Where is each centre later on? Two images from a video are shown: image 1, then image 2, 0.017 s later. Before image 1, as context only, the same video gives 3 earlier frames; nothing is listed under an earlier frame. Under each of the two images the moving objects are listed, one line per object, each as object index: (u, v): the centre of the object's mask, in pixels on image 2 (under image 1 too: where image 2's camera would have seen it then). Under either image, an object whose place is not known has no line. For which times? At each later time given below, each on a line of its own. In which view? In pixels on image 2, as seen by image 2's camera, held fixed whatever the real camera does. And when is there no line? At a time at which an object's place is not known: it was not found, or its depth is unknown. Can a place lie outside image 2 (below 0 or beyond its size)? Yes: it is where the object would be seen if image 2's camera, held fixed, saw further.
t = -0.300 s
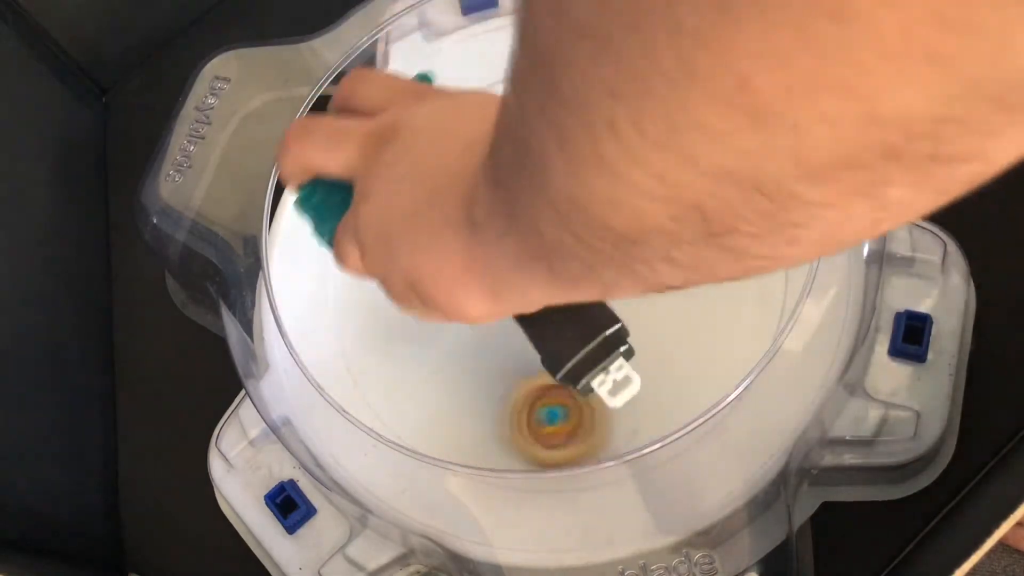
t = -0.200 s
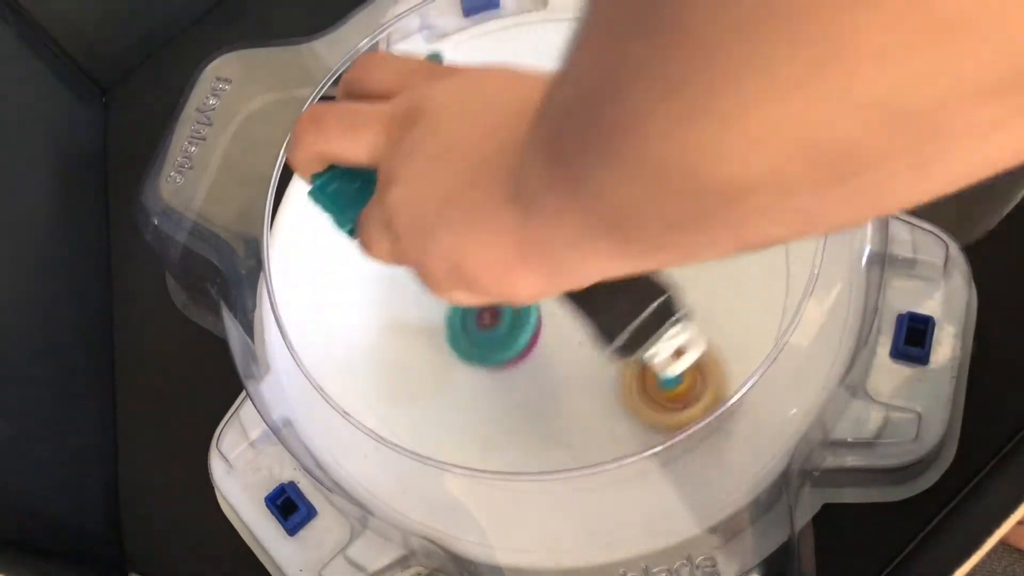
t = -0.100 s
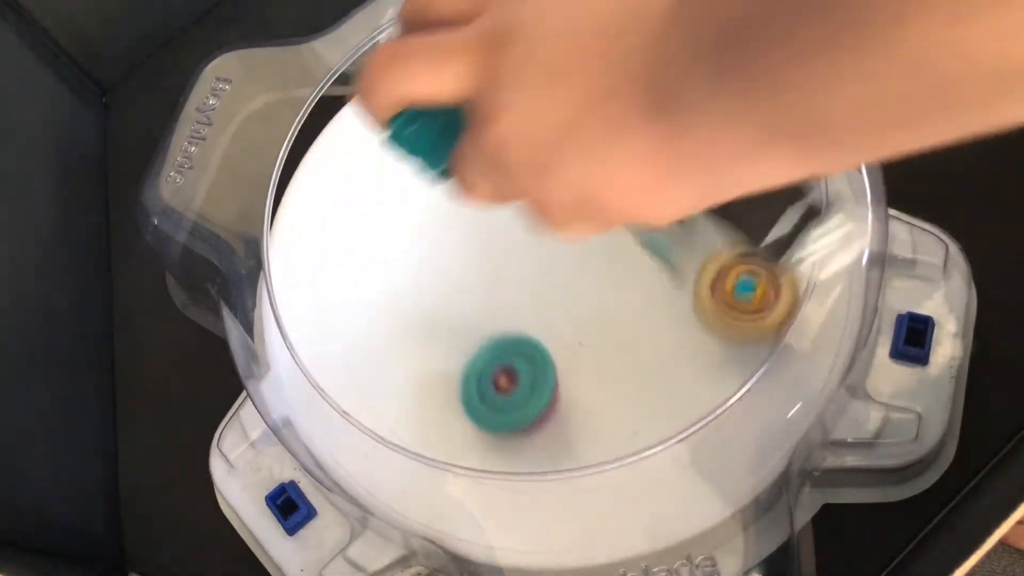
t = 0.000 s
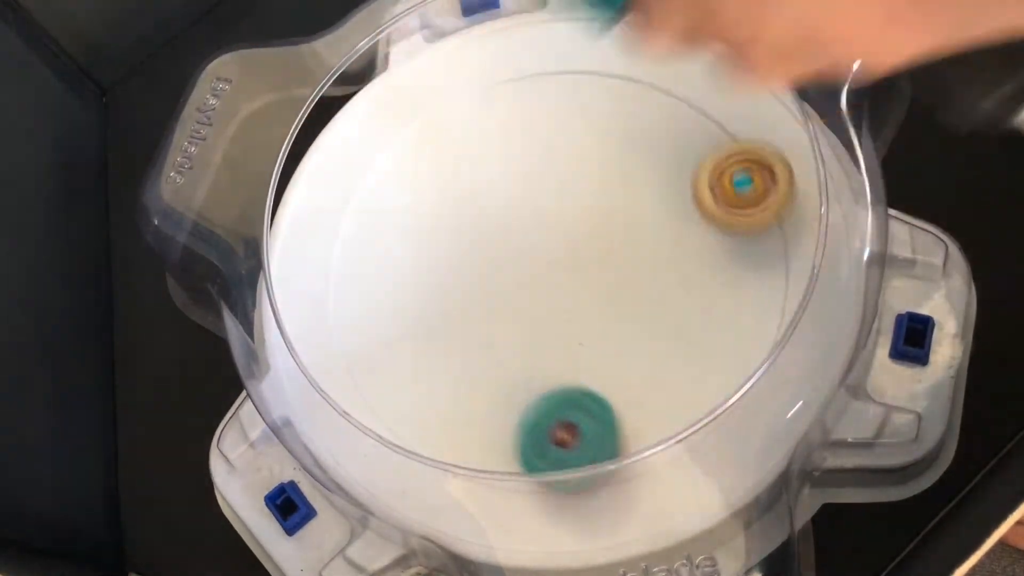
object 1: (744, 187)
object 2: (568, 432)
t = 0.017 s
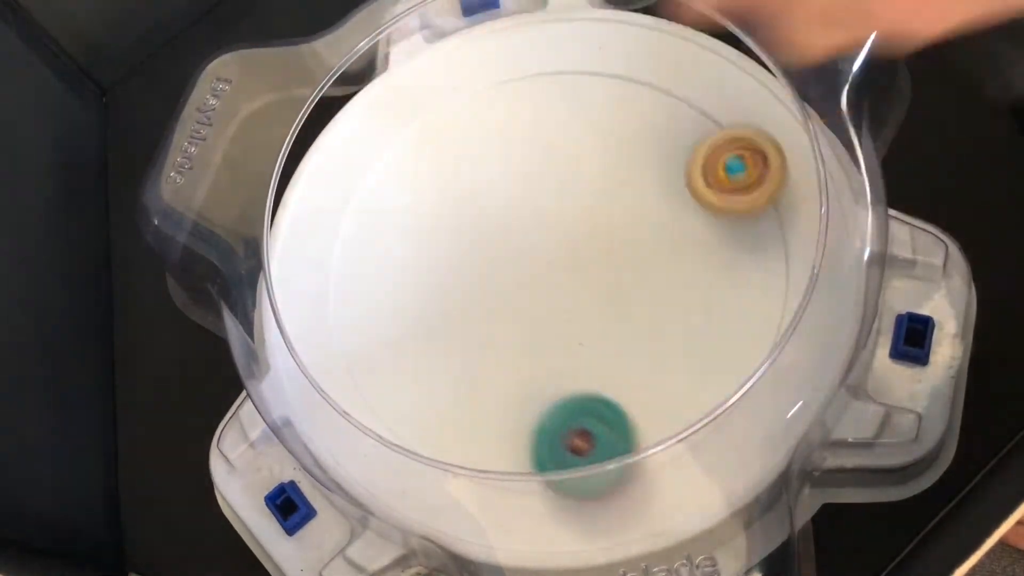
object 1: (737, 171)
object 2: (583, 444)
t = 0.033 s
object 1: (728, 157)
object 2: (598, 451)
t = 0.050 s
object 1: (719, 145)
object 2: (615, 454)
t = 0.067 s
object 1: (705, 131)
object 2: (630, 442)
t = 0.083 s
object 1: (691, 121)
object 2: (638, 416)
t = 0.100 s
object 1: (678, 112)
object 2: (654, 404)
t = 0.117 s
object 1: (663, 105)
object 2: (667, 393)
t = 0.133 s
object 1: (647, 99)
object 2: (678, 383)
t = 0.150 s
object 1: (629, 94)
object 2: (688, 371)
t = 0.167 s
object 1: (613, 91)
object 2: (697, 361)
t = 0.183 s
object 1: (597, 89)
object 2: (704, 352)
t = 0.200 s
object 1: (578, 89)
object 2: (707, 341)
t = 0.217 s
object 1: (559, 92)
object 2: (707, 332)
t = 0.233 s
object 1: (539, 95)
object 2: (704, 323)
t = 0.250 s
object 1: (521, 99)
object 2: (698, 313)
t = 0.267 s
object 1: (504, 106)
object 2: (689, 306)
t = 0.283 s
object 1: (486, 115)
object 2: (678, 299)
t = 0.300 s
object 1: (469, 125)
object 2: (665, 294)
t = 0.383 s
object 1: (402, 192)
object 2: (579, 294)
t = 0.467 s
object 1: (376, 271)
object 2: (488, 337)
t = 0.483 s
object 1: (375, 287)
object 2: (472, 351)
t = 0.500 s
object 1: (380, 306)
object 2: (459, 365)
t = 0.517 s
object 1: (380, 313)
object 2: (453, 385)
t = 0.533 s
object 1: (373, 307)
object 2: (461, 416)
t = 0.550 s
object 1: (367, 303)
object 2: (473, 435)
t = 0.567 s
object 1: (363, 299)
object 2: (482, 466)
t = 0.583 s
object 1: (359, 293)
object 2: (499, 458)
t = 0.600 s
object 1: (358, 291)
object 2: (514, 458)
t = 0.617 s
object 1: (357, 289)
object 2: (530, 455)
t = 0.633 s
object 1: (357, 288)
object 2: (547, 455)
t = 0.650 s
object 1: (358, 288)
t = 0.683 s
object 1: (361, 291)
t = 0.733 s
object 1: (370, 298)
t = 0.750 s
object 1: (373, 302)
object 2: (646, 428)
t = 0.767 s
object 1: (377, 306)
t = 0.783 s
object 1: (381, 310)
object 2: (656, 407)
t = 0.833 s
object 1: (400, 321)
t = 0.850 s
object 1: (408, 324)
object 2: (663, 380)
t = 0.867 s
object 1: (415, 325)
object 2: (658, 369)
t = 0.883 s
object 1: (424, 324)
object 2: (651, 358)
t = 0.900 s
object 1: (433, 323)
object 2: (642, 348)
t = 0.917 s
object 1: (443, 321)
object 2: (630, 339)
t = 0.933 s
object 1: (452, 317)
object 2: (617, 330)
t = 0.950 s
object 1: (461, 312)
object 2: (603, 323)
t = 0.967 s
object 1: (470, 306)
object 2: (586, 316)
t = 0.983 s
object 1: (477, 296)
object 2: (575, 315)
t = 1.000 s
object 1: (457, 268)
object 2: (592, 332)
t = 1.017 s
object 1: (436, 240)
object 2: (611, 348)
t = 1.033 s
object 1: (415, 213)
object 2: (630, 363)
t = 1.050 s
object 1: (396, 186)
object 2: (648, 376)
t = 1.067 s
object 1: (380, 161)
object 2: (667, 384)
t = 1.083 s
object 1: (368, 140)
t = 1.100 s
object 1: (361, 122)
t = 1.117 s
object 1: (359, 108)
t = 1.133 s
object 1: (353, 97)
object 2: (723, 381)
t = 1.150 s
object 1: (355, 103)
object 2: (724, 367)
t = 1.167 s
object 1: (357, 110)
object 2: (721, 351)
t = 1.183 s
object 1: (357, 115)
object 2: (725, 342)
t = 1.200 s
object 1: (358, 120)
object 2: (728, 333)
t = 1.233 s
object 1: (362, 132)
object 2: (734, 314)
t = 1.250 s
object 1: (364, 138)
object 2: (736, 304)
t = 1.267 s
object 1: (366, 143)
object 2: (736, 292)
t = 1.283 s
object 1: (368, 148)
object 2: (732, 279)
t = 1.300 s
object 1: (370, 152)
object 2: (725, 268)
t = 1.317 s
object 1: (373, 158)
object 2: (716, 258)
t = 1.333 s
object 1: (378, 164)
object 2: (704, 250)
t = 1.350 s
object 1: (382, 170)
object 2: (690, 242)
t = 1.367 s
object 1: (386, 175)
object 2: (675, 237)
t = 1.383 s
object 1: (391, 181)
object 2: (658, 234)
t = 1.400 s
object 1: (396, 186)
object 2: (640, 233)
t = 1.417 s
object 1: (401, 190)
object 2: (623, 233)
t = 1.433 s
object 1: (406, 195)
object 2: (604, 235)
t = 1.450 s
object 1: (411, 199)
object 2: (587, 238)
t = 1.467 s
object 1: (417, 203)
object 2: (571, 243)
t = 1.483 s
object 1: (424, 206)
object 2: (556, 250)
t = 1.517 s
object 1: (439, 209)
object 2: (527, 268)
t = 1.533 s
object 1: (447, 210)
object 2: (514, 278)
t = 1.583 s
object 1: (471, 211)
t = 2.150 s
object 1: (636, 93)
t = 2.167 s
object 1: (638, 78)
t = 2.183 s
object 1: (639, 67)
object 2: (485, 313)
